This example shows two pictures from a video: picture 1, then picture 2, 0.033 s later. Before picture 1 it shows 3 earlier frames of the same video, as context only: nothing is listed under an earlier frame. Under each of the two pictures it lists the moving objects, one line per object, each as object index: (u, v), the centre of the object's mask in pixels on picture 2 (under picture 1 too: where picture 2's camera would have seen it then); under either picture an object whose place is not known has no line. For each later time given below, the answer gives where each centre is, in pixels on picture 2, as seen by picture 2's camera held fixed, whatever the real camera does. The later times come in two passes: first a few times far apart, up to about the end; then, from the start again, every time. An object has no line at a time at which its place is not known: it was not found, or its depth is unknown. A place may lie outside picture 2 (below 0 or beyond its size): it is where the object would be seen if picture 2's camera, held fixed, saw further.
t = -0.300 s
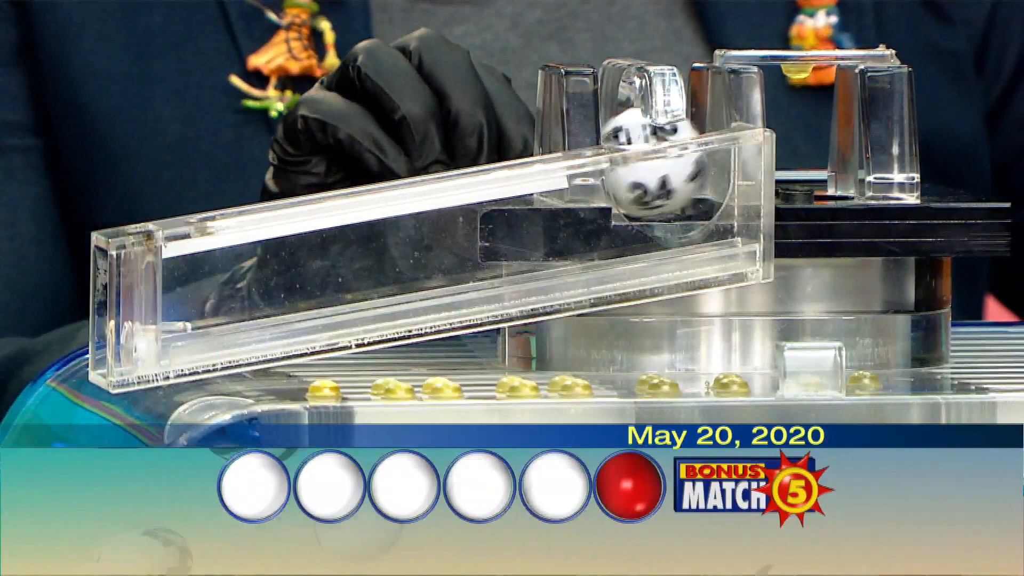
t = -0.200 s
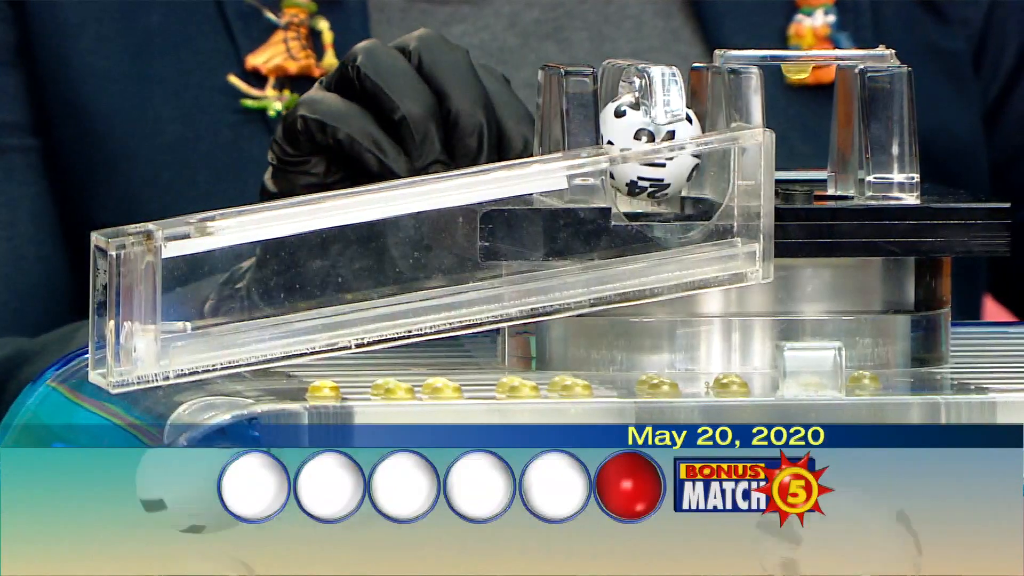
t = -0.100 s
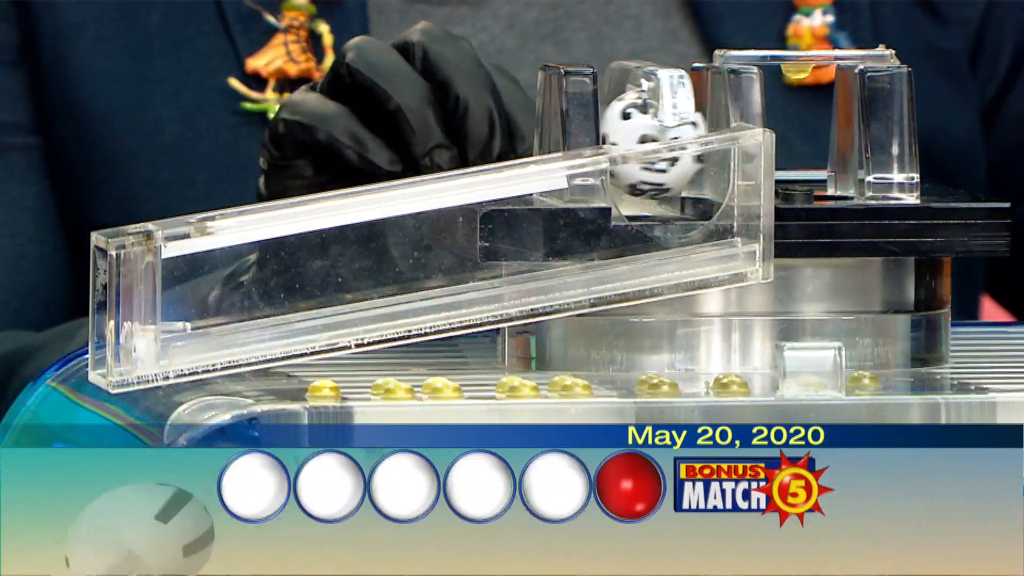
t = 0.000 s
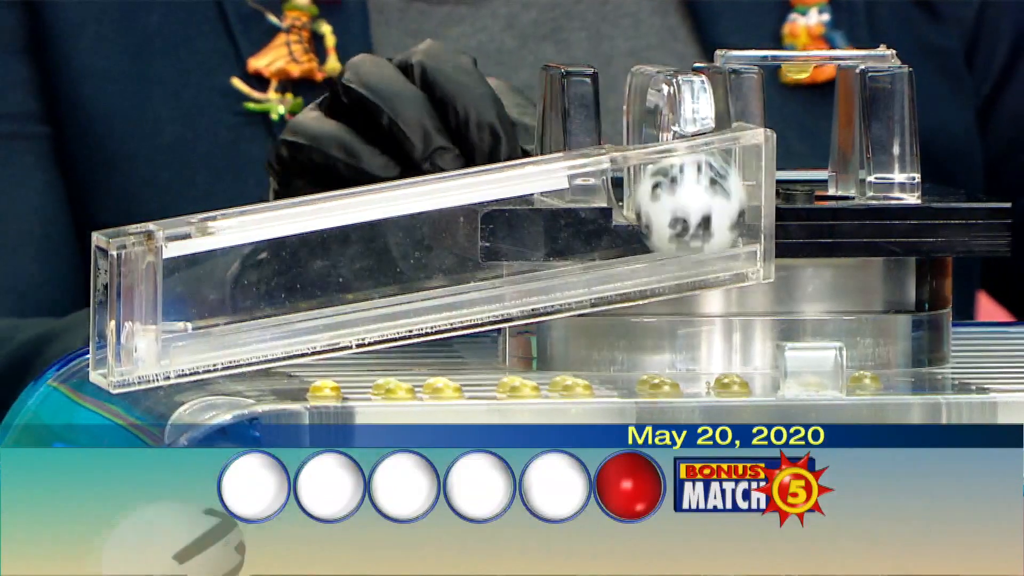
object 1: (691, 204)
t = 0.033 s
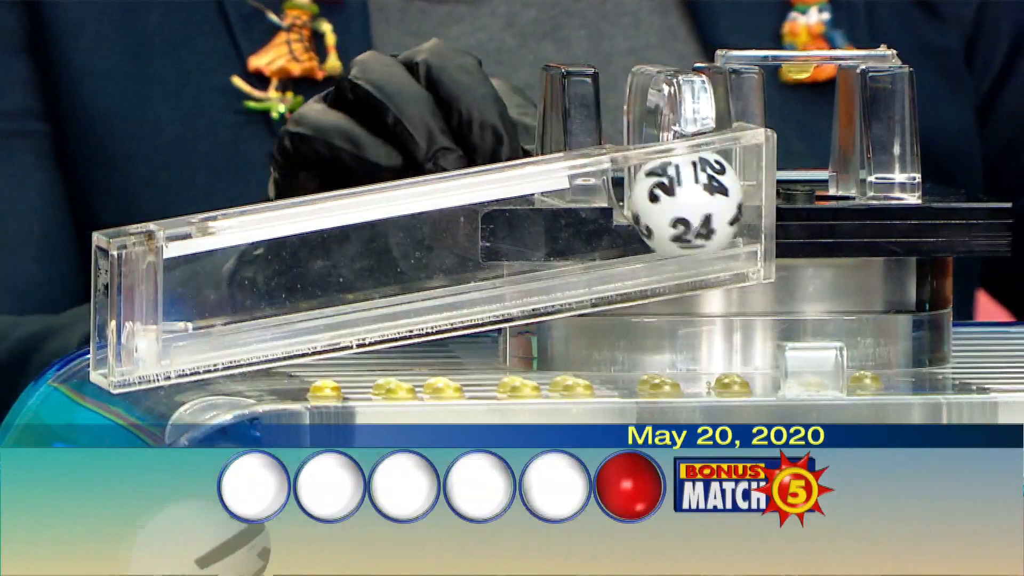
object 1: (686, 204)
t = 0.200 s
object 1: (659, 213)
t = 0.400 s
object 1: (594, 225)
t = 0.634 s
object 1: (459, 249)
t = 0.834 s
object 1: (293, 277)
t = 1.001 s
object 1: (234, 285)
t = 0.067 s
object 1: (689, 206)
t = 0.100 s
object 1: (683, 206)
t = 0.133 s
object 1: (676, 209)
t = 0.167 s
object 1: (668, 211)
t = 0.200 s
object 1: (659, 213)
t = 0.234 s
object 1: (651, 214)
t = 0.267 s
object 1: (642, 216)
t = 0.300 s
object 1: (631, 219)
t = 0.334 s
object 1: (620, 221)
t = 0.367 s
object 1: (607, 222)
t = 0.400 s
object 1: (594, 225)
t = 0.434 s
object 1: (579, 228)
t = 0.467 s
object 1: (563, 230)
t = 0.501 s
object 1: (545, 234)
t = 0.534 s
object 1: (526, 237)
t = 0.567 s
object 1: (505, 240)
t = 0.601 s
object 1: (482, 246)
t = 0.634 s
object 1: (459, 249)
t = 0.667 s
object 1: (434, 253)
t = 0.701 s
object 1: (408, 259)
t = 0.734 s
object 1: (380, 264)
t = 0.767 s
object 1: (353, 267)
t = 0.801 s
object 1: (324, 273)
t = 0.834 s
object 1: (293, 277)
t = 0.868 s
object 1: (260, 283)
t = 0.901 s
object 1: (230, 288)
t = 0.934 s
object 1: (224, 287)
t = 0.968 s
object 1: (234, 286)
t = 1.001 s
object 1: (234, 285)
